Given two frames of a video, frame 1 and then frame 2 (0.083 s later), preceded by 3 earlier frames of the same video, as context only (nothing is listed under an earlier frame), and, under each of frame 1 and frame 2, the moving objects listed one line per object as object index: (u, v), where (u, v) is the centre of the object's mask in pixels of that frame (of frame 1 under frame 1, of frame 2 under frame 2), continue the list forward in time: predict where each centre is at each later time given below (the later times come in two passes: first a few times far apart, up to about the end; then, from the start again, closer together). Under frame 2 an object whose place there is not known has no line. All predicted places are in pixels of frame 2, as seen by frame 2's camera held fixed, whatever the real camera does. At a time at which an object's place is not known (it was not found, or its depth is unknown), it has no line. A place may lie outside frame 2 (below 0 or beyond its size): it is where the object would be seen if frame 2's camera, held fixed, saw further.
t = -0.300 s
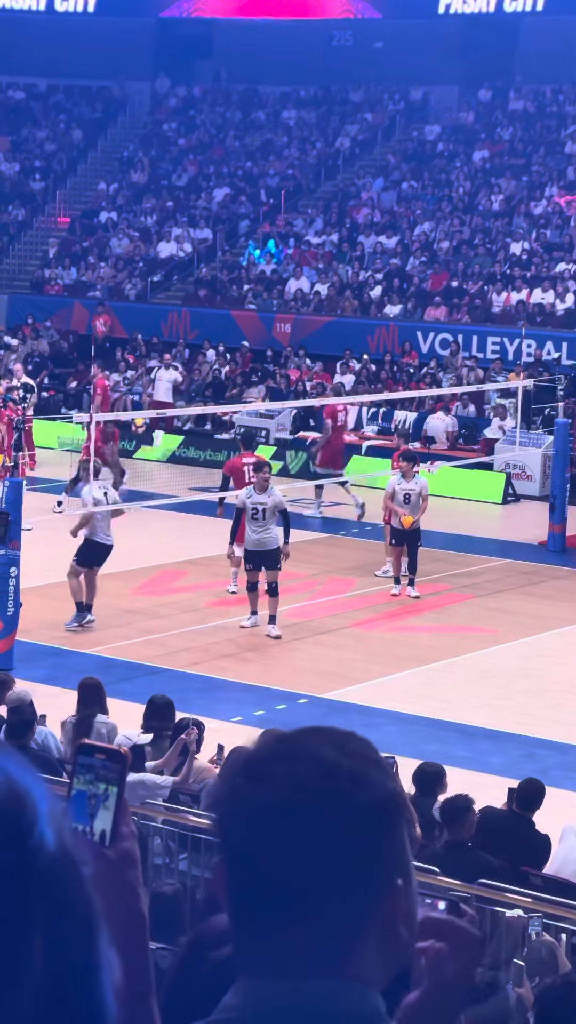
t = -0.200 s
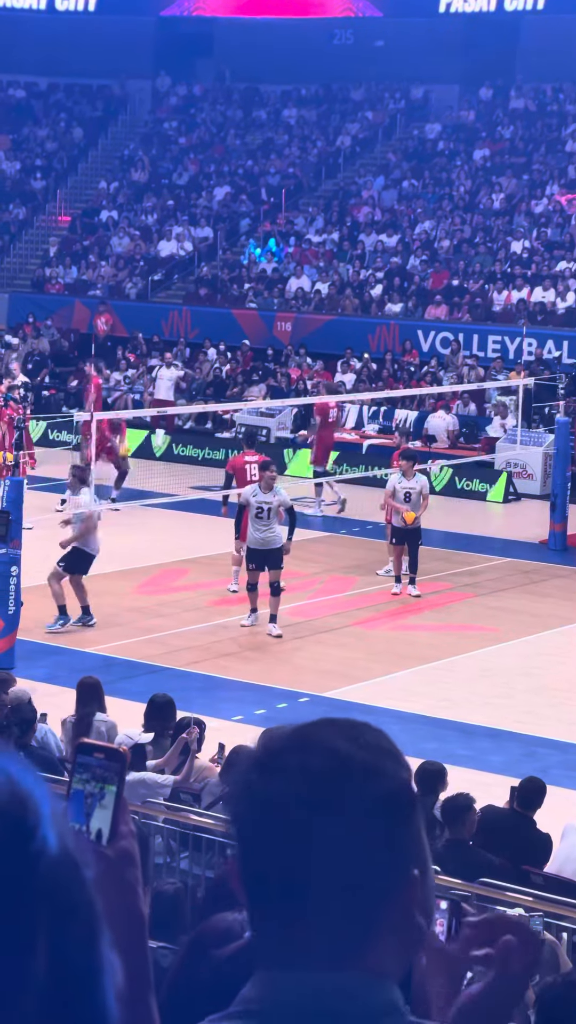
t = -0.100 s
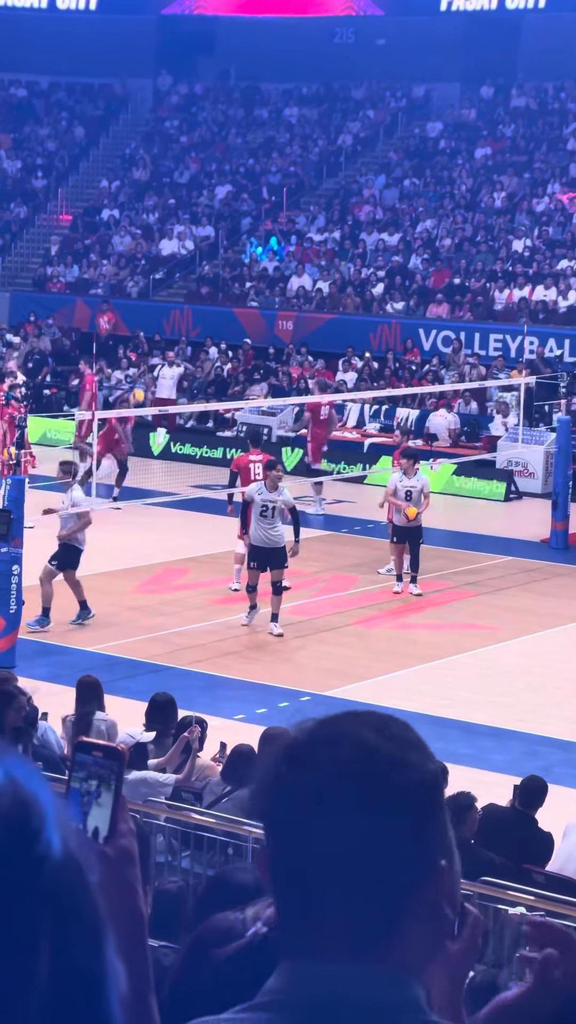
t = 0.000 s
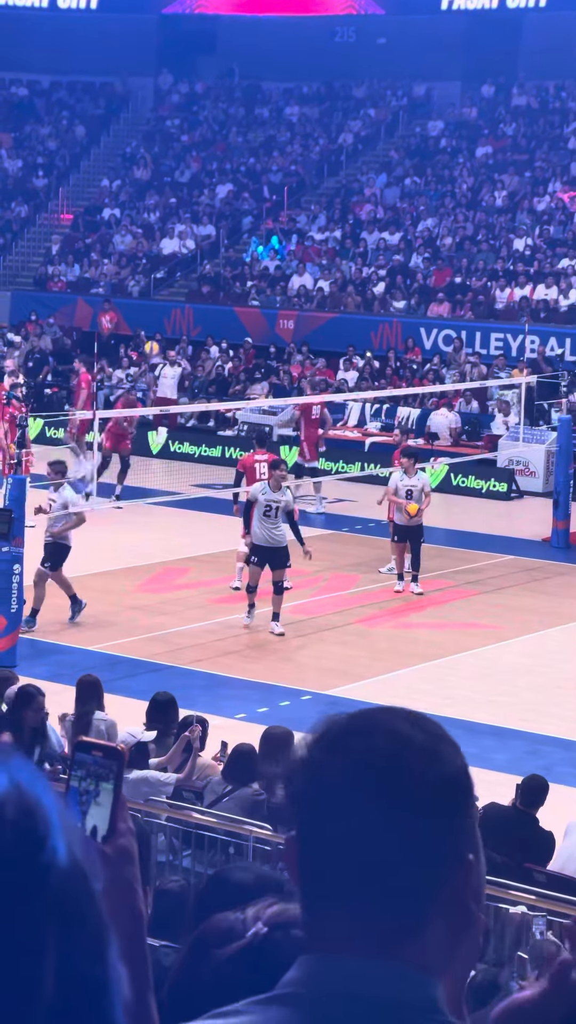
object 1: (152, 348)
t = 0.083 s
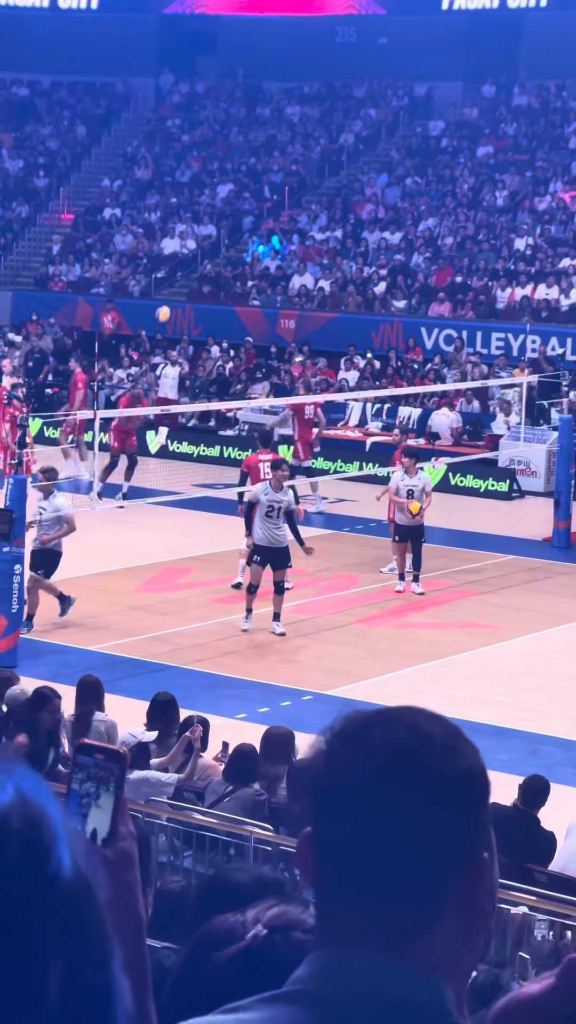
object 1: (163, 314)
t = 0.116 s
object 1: (167, 301)
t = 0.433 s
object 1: (208, 218)
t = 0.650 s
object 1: (235, 200)
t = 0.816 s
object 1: (255, 210)
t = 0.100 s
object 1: (165, 307)
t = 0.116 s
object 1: (167, 301)
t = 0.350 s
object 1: (198, 233)
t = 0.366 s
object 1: (200, 230)
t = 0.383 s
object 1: (202, 225)
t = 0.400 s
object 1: (204, 222)
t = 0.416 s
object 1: (206, 220)
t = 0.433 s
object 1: (208, 218)
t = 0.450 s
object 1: (210, 215)
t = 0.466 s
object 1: (212, 213)
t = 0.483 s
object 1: (214, 210)
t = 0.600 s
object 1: (229, 201)
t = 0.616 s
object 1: (230, 200)
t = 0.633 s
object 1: (233, 200)
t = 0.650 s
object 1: (235, 200)
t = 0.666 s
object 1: (237, 200)
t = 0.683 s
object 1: (239, 200)
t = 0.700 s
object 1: (242, 201)
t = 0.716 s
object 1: (243, 202)
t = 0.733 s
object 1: (245, 202)
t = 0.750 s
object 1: (247, 203)
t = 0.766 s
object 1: (249, 205)
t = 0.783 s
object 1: (251, 206)
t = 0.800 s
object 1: (253, 207)
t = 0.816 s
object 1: (255, 210)
